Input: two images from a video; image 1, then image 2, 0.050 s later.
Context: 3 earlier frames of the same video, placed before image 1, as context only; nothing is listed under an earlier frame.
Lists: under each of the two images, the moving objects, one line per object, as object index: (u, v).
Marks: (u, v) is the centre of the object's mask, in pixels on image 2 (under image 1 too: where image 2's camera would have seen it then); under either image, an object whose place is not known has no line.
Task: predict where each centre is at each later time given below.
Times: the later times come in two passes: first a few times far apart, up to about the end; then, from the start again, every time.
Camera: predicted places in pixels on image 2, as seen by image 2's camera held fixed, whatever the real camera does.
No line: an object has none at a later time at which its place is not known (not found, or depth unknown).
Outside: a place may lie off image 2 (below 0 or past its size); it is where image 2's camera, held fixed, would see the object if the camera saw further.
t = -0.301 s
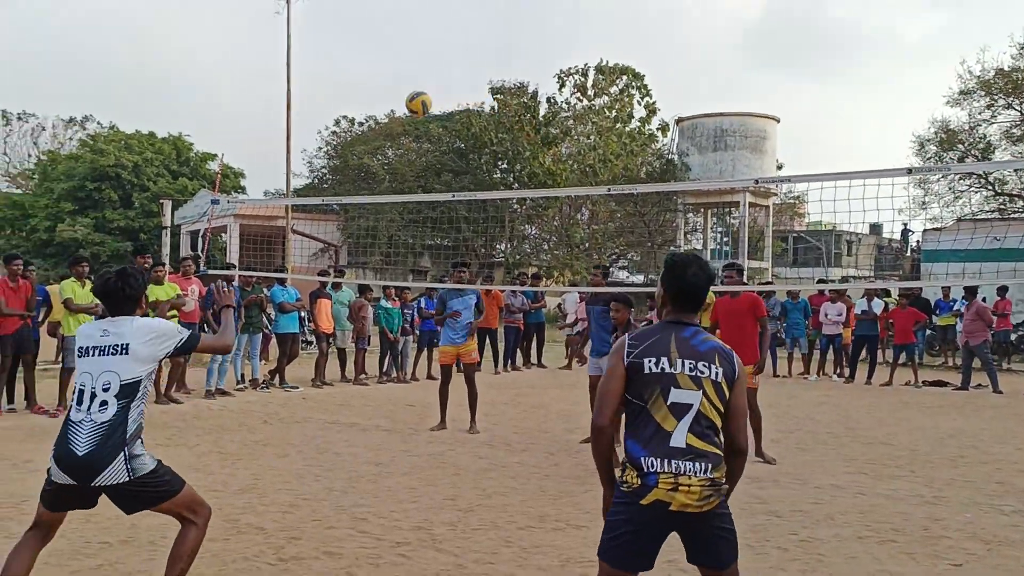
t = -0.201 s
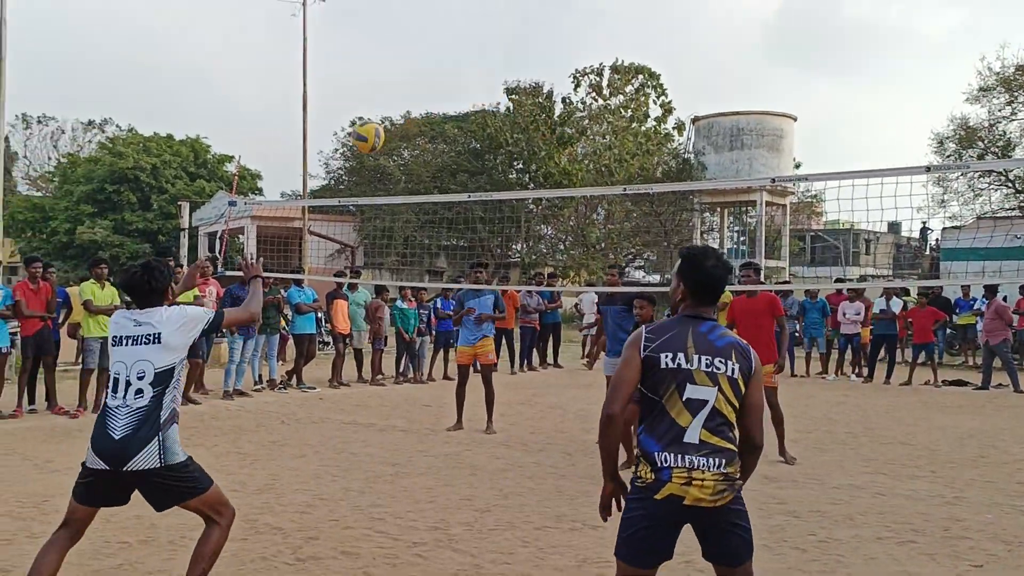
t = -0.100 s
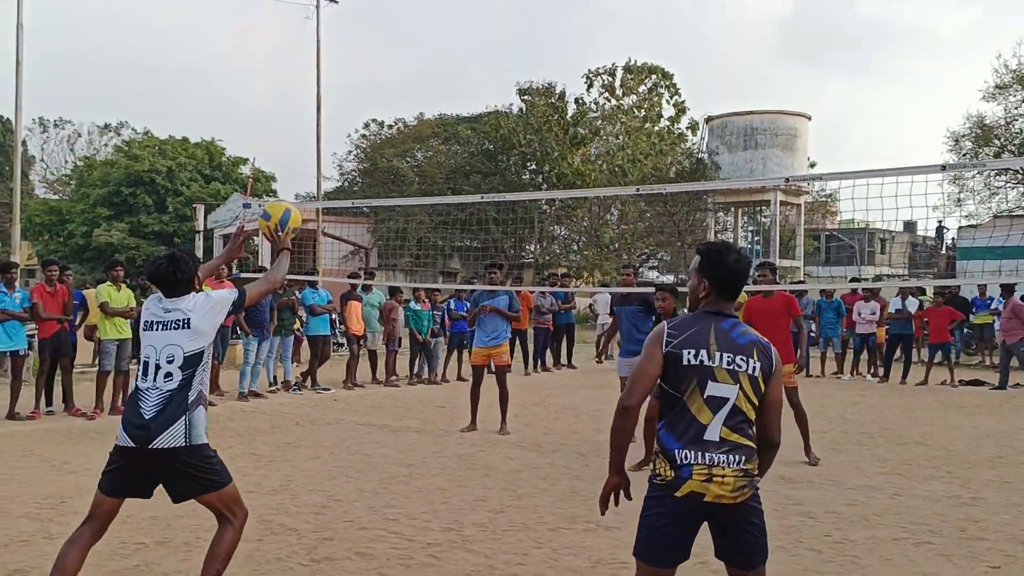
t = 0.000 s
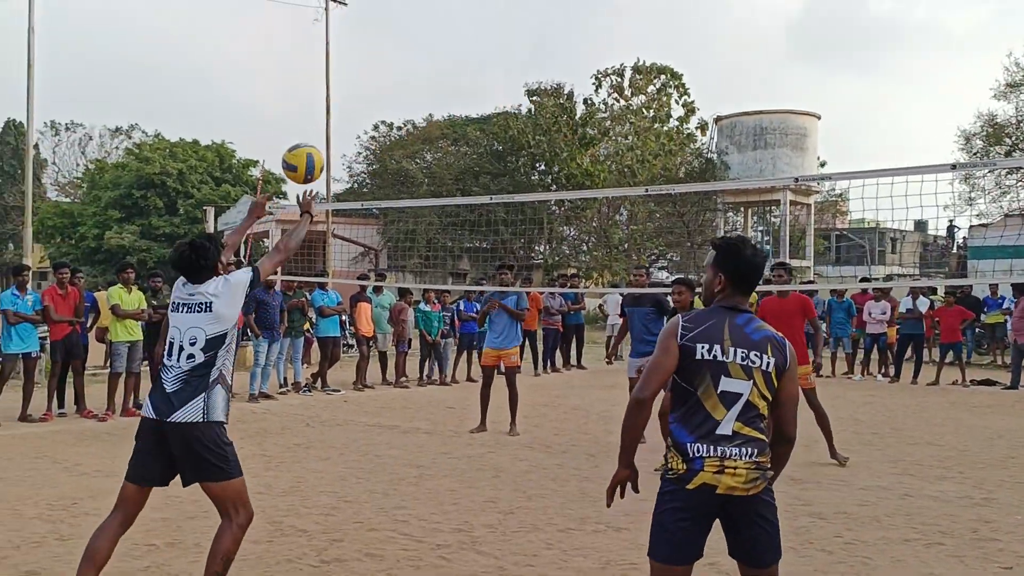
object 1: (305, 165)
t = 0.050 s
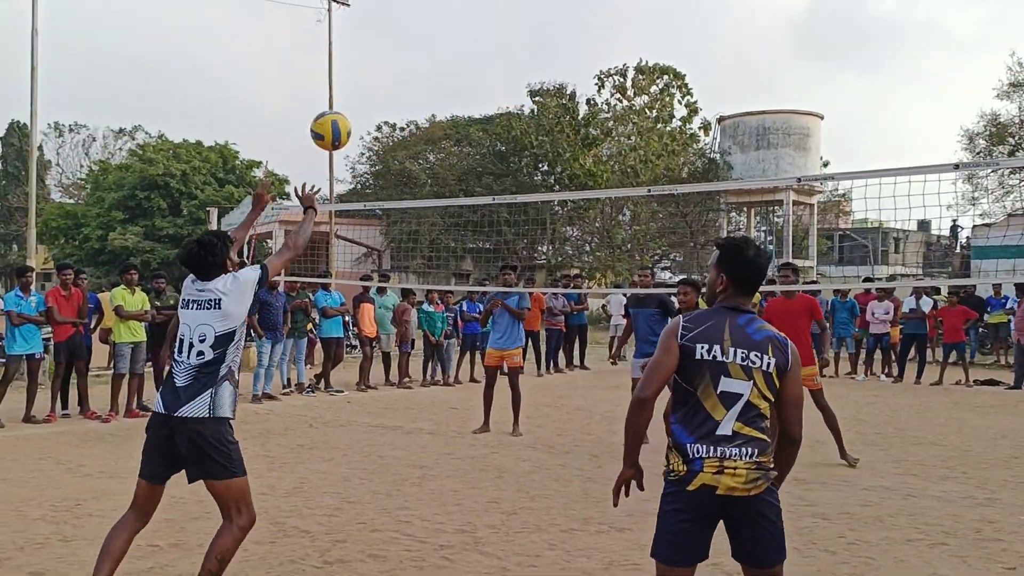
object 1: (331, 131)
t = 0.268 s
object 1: (423, 52)
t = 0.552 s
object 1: (514, 78)
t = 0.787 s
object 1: (570, 174)
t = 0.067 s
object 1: (339, 121)
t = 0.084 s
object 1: (347, 111)
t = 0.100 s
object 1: (354, 103)
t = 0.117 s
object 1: (362, 95)
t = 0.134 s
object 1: (369, 88)
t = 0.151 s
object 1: (376, 81)
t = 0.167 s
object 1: (384, 75)
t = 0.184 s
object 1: (391, 70)
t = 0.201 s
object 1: (397, 65)
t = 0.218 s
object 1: (404, 61)
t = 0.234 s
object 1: (411, 58)
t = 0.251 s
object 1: (417, 55)
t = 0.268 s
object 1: (423, 52)
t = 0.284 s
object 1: (429, 50)
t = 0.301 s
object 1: (435, 49)
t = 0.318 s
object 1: (441, 48)
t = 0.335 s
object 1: (447, 47)
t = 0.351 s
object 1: (453, 47)
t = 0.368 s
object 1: (458, 47)
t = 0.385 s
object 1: (464, 48)
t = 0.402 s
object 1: (469, 49)
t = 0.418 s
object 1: (475, 51)
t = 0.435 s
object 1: (480, 53)
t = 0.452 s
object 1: (485, 56)
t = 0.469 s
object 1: (490, 58)
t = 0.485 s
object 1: (495, 62)
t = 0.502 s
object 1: (500, 65)
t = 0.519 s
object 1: (505, 69)
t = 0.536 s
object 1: (509, 73)
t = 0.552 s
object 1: (514, 78)
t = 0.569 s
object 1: (518, 83)
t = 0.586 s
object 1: (523, 88)
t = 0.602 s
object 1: (527, 94)
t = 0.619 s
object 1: (531, 100)
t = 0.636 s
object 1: (533, 106)
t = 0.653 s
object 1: (538, 113)
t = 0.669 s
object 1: (542, 120)
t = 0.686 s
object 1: (546, 127)
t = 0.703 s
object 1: (551, 133)
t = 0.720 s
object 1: (555, 141)
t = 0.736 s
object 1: (559, 149)
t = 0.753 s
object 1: (563, 157)
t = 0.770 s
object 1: (566, 165)
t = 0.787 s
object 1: (570, 174)
